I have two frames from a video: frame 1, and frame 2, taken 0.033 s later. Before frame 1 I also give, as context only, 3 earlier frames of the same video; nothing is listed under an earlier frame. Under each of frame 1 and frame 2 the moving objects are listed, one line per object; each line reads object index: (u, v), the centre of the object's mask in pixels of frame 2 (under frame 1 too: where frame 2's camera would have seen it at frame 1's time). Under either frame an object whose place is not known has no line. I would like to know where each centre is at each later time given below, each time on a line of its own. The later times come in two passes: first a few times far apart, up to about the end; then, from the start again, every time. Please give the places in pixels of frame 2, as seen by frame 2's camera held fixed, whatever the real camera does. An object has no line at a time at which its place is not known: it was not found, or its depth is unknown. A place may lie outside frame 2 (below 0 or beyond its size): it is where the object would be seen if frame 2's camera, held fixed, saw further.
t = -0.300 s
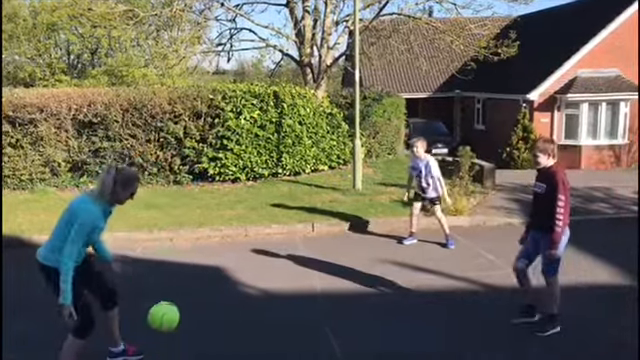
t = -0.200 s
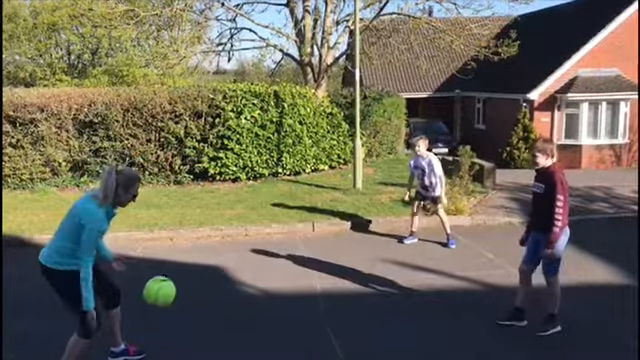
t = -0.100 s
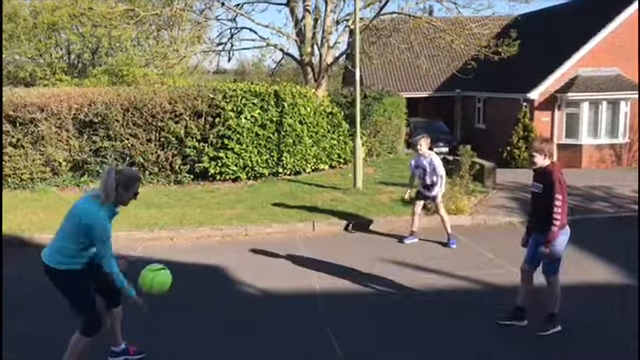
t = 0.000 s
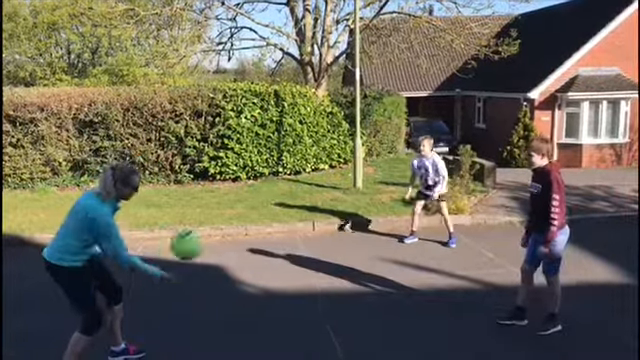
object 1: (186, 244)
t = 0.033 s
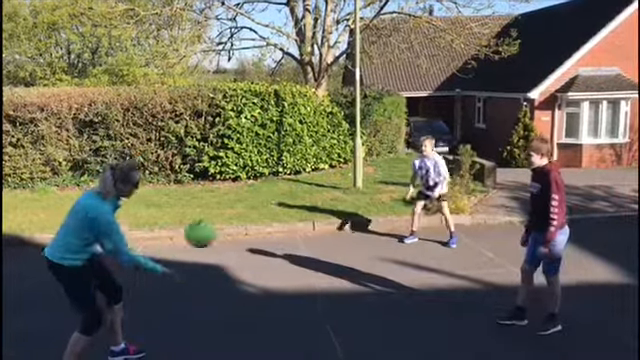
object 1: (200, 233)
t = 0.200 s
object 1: (263, 198)
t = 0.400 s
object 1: (328, 207)
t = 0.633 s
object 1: (398, 268)
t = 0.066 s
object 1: (211, 222)
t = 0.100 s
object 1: (224, 214)
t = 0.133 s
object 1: (236, 208)
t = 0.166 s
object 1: (250, 203)
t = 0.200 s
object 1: (263, 198)
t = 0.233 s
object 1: (274, 197)
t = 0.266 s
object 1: (284, 198)
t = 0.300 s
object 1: (296, 197)
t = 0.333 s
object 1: (308, 201)
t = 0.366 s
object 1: (317, 203)
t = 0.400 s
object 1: (328, 207)
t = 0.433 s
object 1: (339, 216)
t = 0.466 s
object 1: (349, 219)
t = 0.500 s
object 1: (360, 226)
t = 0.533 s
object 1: (370, 236)
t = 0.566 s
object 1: (380, 245)
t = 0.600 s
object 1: (389, 256)
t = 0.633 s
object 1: (398, 268)
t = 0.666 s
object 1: (406, 280)
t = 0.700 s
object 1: (413, 294)
